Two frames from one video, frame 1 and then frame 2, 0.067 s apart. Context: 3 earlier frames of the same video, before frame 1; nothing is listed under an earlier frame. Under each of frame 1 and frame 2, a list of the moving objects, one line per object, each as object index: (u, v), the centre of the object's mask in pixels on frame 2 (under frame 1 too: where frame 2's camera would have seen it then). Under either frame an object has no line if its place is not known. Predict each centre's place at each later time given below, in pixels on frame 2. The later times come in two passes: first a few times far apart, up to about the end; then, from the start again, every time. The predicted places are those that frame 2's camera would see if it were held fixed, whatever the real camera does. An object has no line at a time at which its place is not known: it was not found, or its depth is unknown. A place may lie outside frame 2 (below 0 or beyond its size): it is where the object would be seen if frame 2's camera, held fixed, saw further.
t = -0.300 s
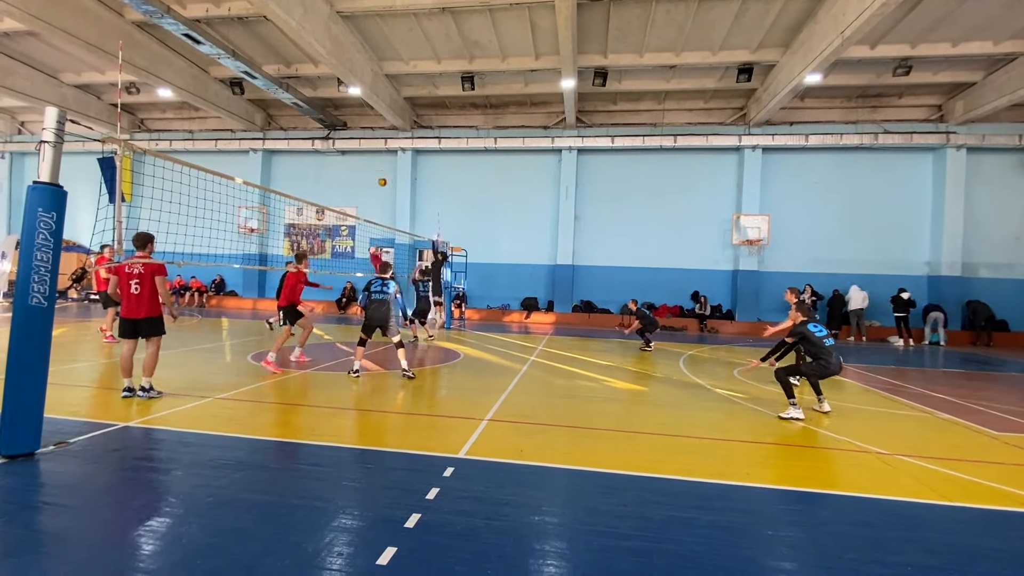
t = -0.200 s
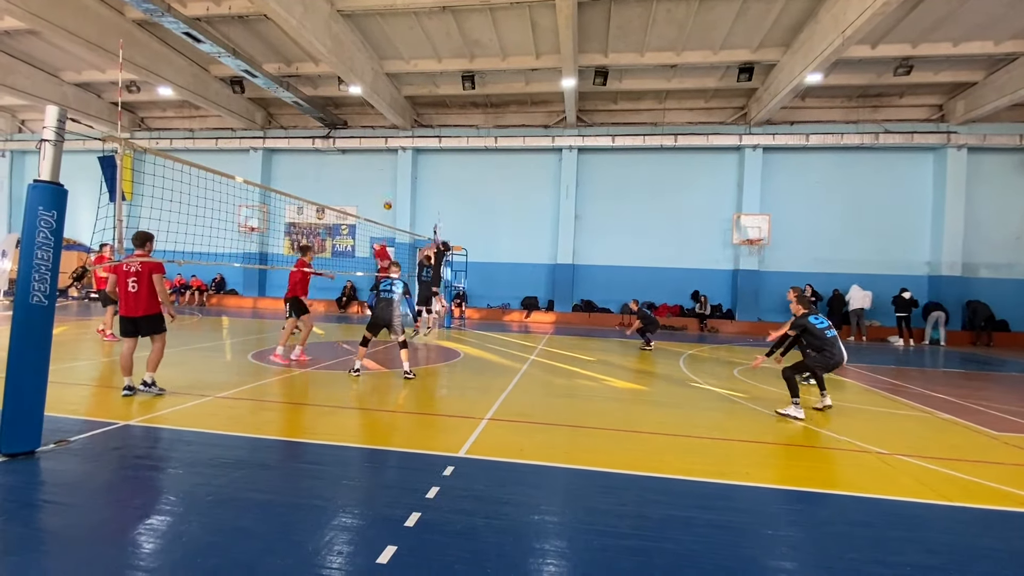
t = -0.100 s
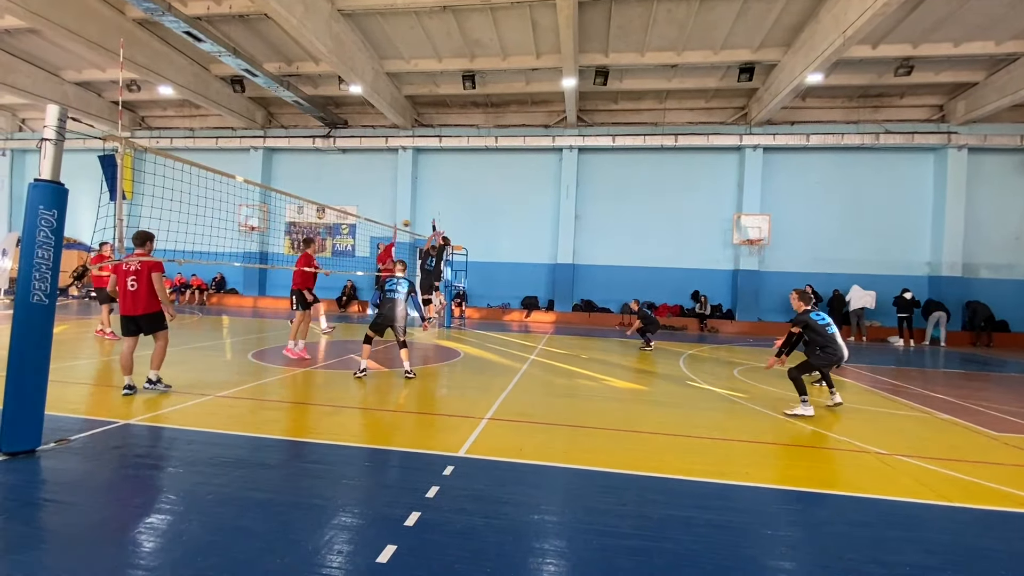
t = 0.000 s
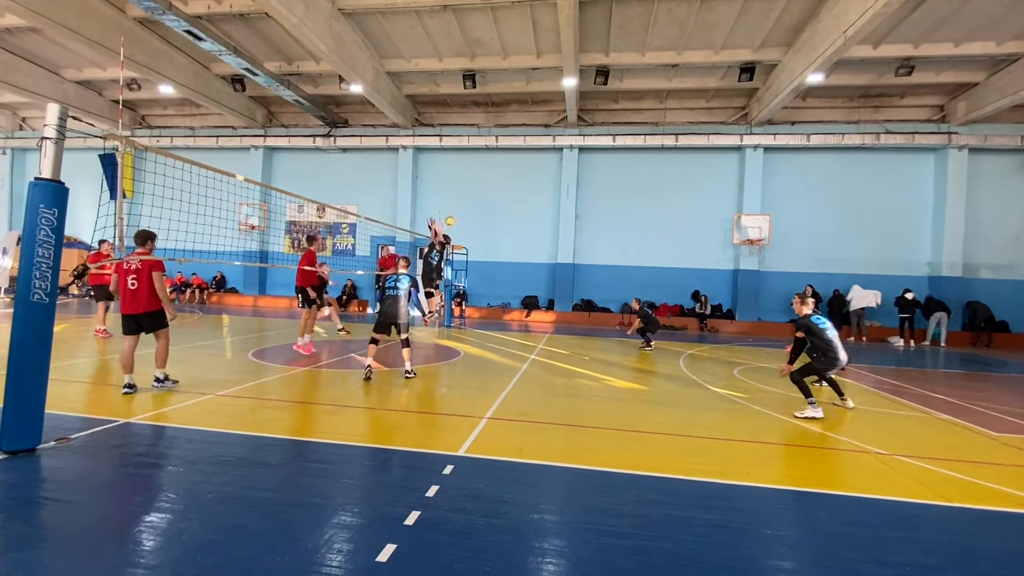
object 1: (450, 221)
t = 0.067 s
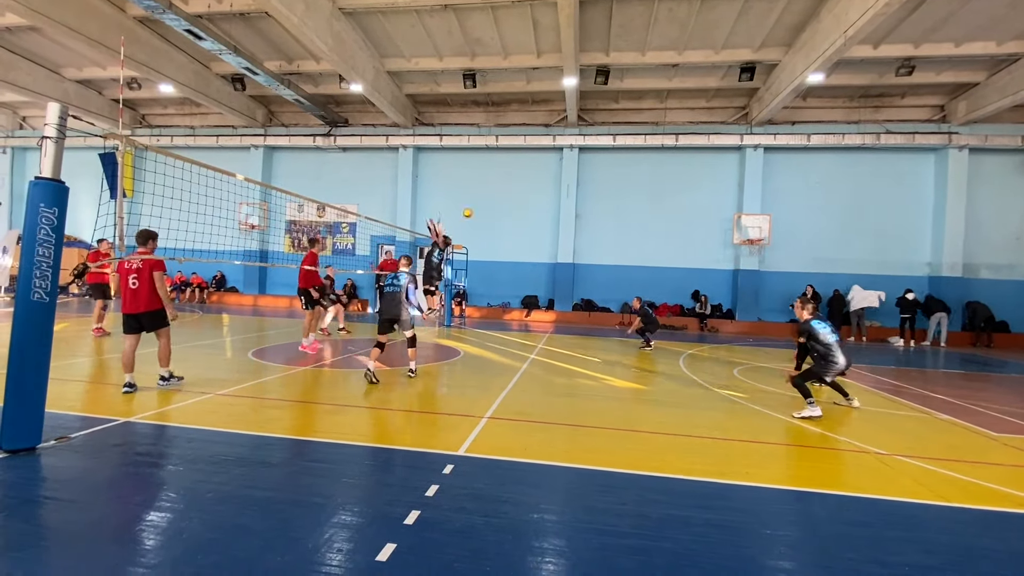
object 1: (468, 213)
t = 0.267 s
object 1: (528, 204)
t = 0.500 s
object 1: (612, 224)
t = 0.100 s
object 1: (478, 210)
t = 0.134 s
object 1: (488, 208)
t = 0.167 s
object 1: (497, 206)
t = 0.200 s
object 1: (506, 204)
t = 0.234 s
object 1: (518, 203)
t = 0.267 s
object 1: (528, 204)
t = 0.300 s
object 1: (539, 204)
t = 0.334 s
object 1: (550, 206)
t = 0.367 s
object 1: (561, 208)
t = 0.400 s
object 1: (574, 210)
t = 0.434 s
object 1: (586, 214)
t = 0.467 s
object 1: (599, 219)
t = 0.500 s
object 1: (612, 224)
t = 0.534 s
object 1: (625, 231)
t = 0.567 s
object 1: (638, 238)
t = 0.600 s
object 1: (653, 247)
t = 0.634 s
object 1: (667, 256)
